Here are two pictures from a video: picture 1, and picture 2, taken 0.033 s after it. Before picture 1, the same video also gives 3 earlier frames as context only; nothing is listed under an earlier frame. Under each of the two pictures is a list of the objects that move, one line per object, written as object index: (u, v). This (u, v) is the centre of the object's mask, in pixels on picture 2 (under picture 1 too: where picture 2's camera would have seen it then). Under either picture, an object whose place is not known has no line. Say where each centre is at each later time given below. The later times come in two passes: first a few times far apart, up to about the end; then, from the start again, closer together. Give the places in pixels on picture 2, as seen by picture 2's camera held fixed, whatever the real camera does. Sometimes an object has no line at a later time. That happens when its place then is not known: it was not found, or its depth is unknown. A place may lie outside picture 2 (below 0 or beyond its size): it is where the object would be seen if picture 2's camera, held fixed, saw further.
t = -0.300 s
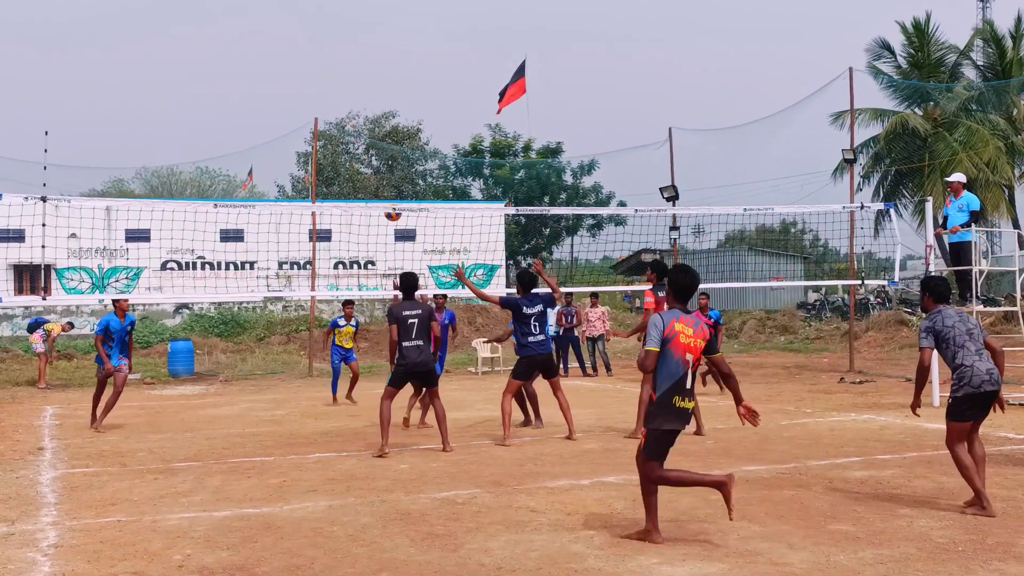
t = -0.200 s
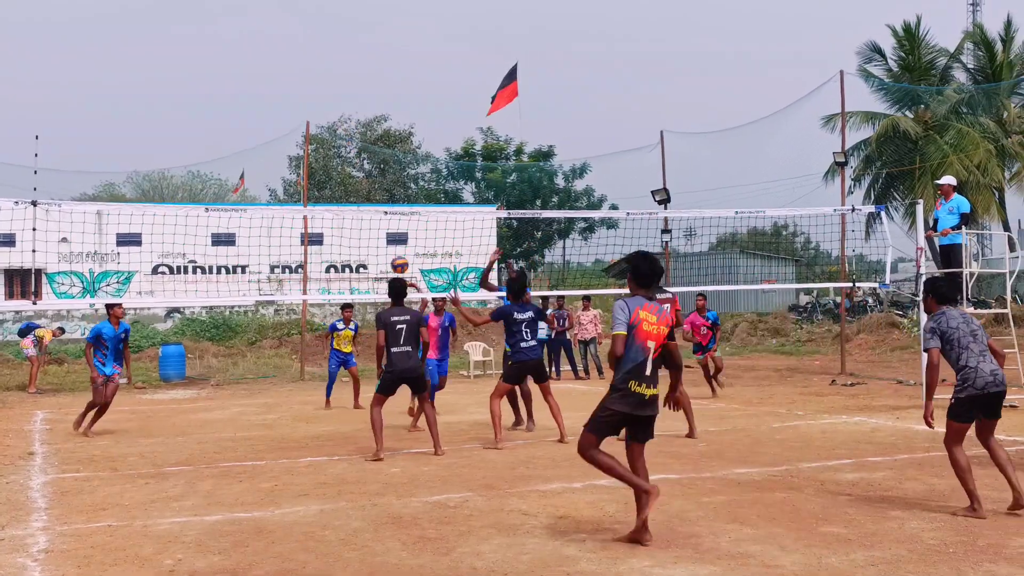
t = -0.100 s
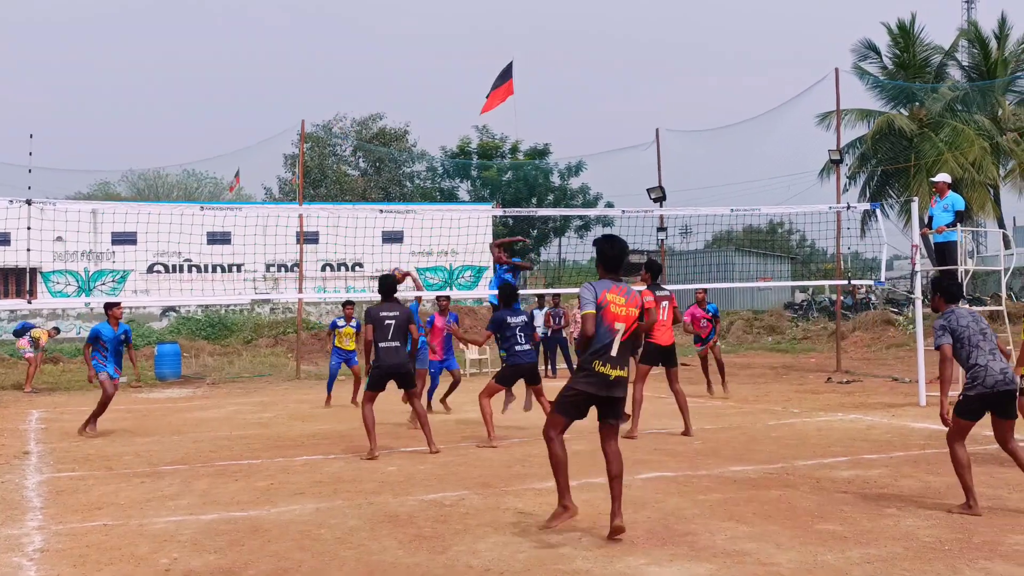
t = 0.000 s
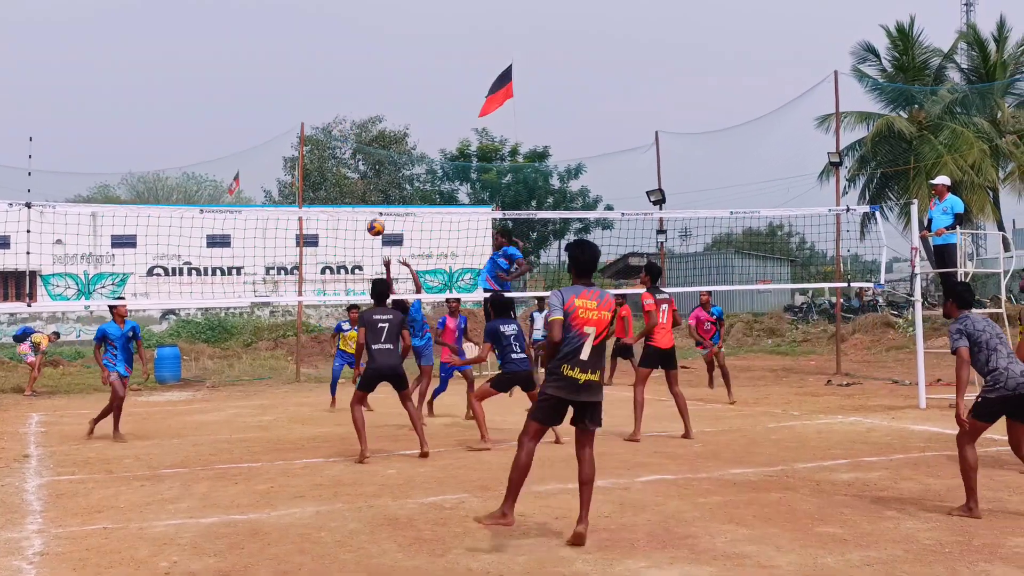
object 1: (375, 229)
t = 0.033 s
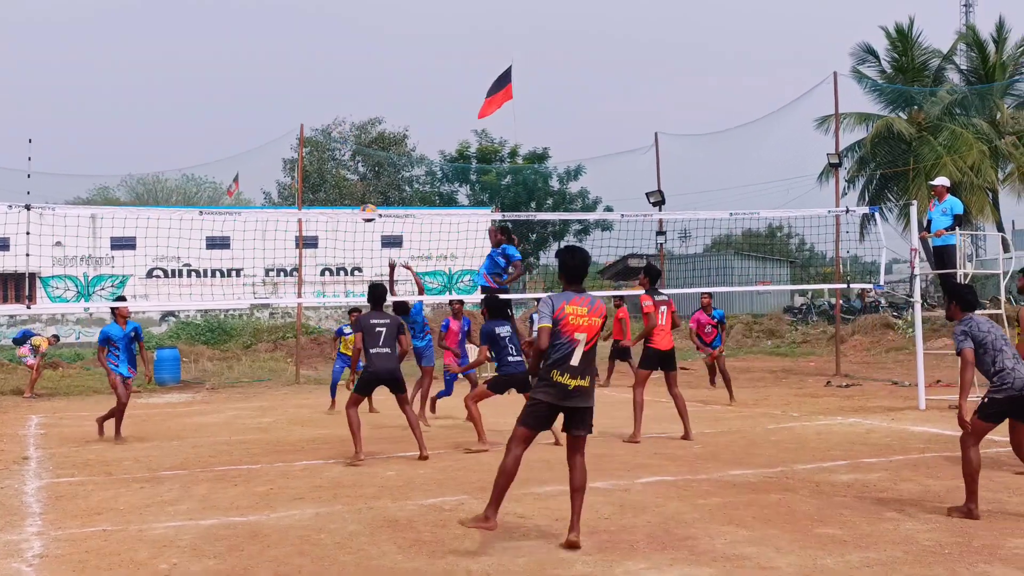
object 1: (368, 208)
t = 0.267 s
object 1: (318, 127)
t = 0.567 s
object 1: (250, 85)
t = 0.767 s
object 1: (204, 103)
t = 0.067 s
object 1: (361, 198)
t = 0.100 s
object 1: (354, 184)
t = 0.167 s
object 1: (340, 158)
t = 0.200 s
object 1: (333, 147)
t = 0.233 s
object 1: (326, 136)
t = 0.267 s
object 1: (318, 127)
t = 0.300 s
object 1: (311, 119)
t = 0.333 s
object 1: (303, 111)
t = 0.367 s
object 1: (296, 105)
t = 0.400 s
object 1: (289, 99)
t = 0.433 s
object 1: (281, 94)
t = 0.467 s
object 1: (273, 91)
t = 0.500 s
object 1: (266, 88)
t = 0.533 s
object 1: (258, 86)
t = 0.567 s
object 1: (250, 85)
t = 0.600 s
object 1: (243, 85)
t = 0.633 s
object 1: (235, 87)
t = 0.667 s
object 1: (227, 89)
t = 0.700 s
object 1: (220, 93)
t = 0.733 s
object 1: (212, 97)
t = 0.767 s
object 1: (204, 103)
